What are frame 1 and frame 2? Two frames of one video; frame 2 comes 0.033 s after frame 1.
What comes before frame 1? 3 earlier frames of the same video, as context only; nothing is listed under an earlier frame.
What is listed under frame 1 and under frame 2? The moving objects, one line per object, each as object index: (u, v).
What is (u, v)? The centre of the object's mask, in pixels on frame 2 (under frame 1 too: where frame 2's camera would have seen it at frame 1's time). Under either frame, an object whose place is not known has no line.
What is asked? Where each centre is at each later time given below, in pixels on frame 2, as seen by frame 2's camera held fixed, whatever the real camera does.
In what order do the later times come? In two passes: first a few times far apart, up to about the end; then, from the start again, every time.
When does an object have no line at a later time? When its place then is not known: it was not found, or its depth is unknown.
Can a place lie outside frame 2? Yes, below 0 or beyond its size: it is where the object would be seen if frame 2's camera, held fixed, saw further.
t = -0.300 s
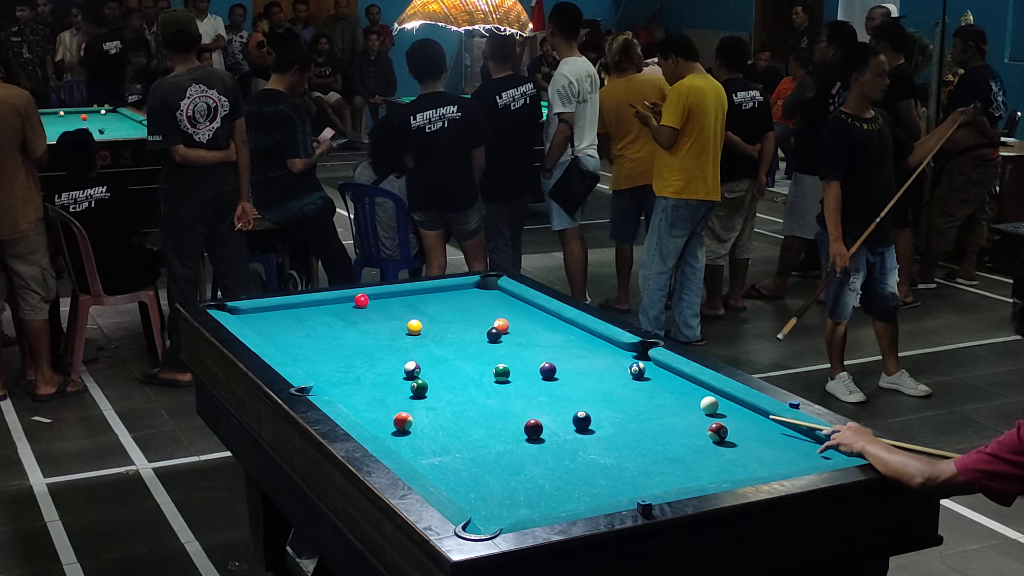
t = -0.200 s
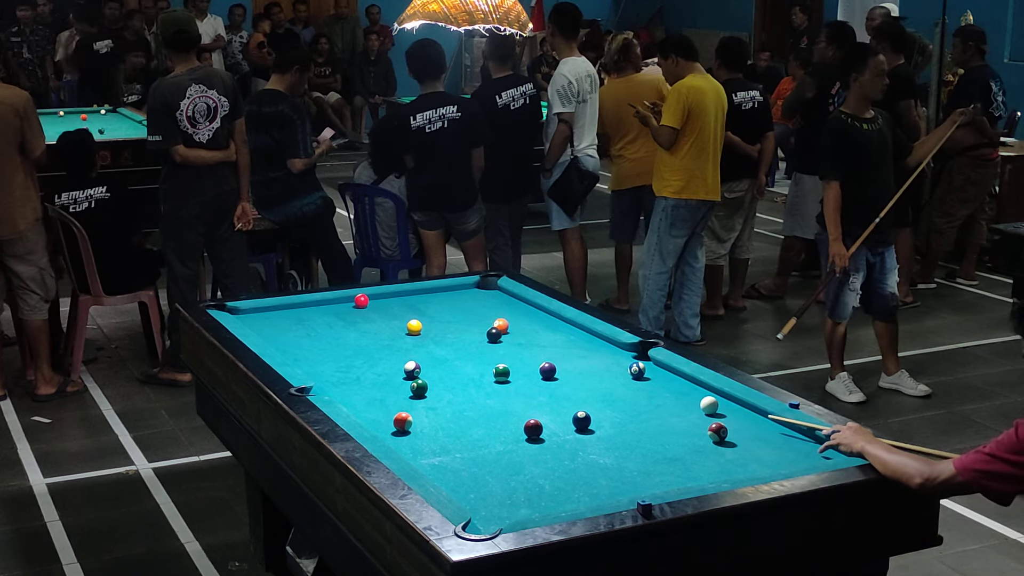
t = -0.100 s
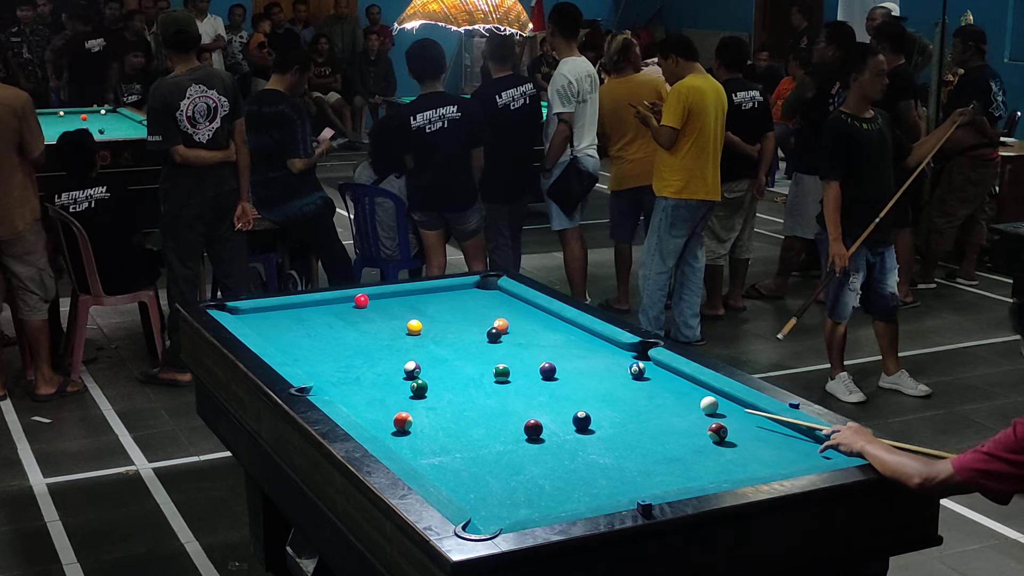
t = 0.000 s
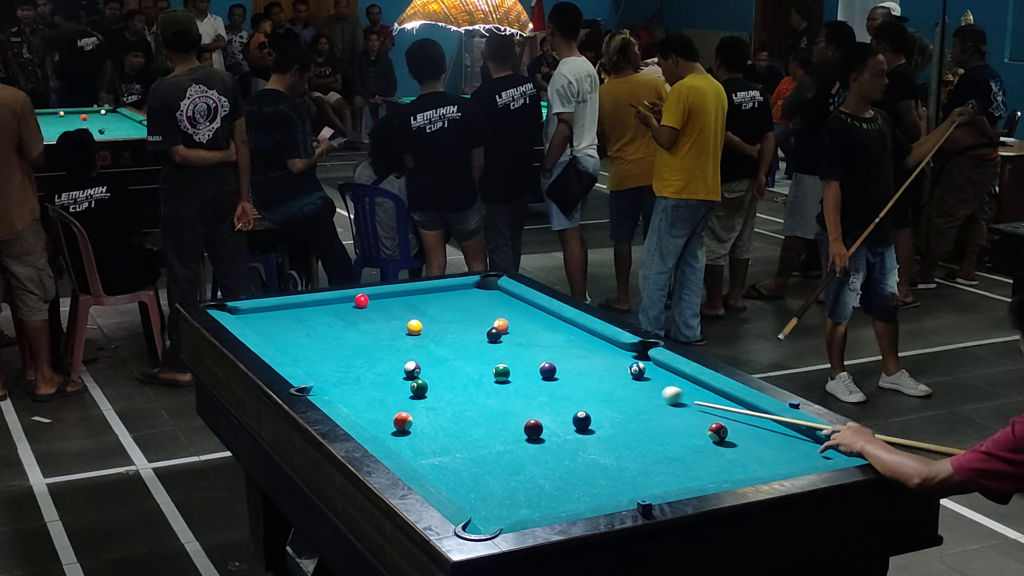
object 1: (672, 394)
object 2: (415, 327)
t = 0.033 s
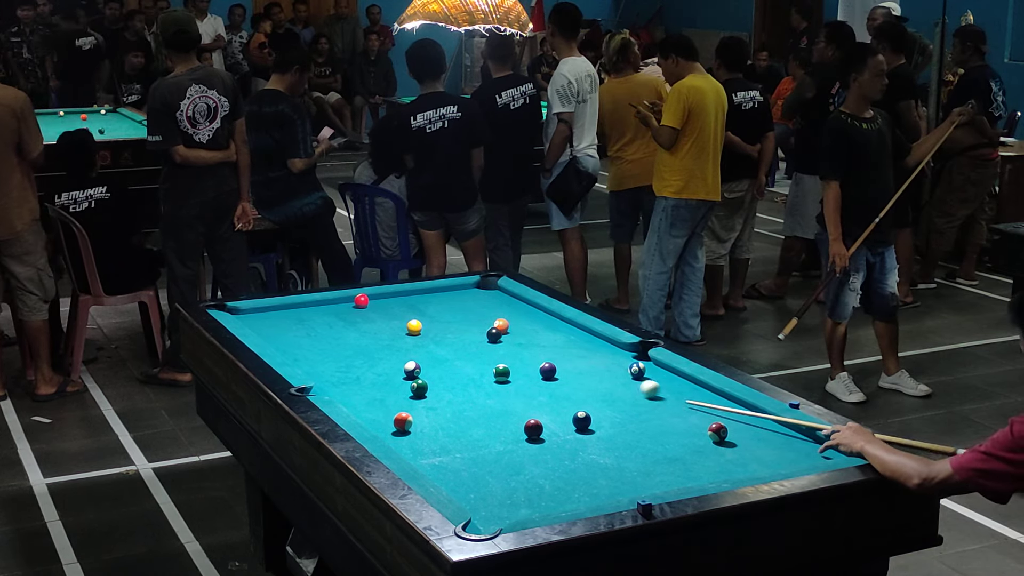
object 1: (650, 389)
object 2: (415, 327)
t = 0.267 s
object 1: (523, 354)
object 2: (415, 327)
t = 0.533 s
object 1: (433, 324)
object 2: (388, 325)
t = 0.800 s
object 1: (430, 305)
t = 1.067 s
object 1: (432, 291)
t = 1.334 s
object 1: (470, 300)
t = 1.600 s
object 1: (508, 309)
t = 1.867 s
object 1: (547, 318)
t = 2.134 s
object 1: (573, 327)
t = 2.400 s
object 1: (580, 336)
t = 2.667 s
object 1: (588, 345)
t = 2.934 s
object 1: (595, 354)
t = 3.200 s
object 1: (601, 363)
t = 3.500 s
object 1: (609, 373)
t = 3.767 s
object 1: (616, 381)
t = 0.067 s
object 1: (629, 383)
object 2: (415, 327)
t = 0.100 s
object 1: (610, 378)
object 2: (415, 327)
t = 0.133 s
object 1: (592, 373)
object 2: (415, 327)
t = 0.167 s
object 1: (574, 368)
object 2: (415, 327)
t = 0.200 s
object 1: (558, 362)
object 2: (415, 327)
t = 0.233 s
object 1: (539, 358)
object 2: (415, 327)
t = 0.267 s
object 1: (523, 354)
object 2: (415, 327)
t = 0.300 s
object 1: (506, 349)
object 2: (415, 327)
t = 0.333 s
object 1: (490, 345)
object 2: (415, 327)
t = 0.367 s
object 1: (475, 341)
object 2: (415, 327)
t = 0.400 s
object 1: (460, 337)
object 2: (415, 327)
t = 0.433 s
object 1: (446, 332)
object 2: (415, 327)
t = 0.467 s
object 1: (431, 329)
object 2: (415, 327)
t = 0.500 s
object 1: (431, 326)
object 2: (402, 326)
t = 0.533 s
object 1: (433, 324)
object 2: (388, 325)
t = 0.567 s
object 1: (434, 322)
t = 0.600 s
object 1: (434, 319)
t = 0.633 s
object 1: (433, 316)
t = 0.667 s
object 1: (432, 314)
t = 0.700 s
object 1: (432, 312)
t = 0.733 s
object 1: (431, 309)
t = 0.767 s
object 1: (431, 307)
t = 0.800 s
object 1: (430, 305)
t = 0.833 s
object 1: (430, 302)
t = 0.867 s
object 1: (429, 300)
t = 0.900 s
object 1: (428, 298)
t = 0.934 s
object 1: (428, 296)
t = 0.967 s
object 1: (427, 294)
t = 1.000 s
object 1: (427, 292)
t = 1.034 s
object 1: (427, 290)
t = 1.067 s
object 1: (432, 291)
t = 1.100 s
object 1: (436, 293)
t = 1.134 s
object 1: (441, 294)
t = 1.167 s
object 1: (446, 295)
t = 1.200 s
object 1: (451, 296)
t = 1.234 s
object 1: (456, 297)
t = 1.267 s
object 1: (460, 298)
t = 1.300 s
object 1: (465, 299)
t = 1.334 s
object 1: (470, 300)
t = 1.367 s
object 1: (475, 301)
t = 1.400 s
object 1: (480, 302)
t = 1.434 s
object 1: (484, 303)
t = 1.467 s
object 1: (489, 304)
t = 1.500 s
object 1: (494, 305)
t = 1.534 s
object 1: (499, 306)
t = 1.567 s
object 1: (503, 308)
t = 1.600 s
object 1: (508, 309)
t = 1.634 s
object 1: (513, 310)
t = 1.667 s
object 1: (518, 311)
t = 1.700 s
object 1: (522, 312)
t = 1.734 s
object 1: (527, 313)
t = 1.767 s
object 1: (532, 314)
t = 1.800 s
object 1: (537, 315)
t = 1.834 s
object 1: (542, 316)
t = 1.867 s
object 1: (547, 318)
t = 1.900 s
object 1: (551, 319)
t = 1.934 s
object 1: (556, 320)
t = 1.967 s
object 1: (561, 321)
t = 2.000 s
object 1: (566, 322)
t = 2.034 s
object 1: (570, 323)
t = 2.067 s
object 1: (571, 324)
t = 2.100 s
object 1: (571, 325)
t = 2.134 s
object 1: (573, 327)
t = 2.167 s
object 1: (573, 328)
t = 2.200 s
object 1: (575, 329)
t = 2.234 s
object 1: (575, 330)
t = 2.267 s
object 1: (576, 331)
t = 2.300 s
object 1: (578, 333)
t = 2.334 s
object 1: (579, 334)
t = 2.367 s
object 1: (579, 335)
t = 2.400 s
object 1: (580, 336)
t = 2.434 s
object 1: (581, 337)
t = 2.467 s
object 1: (582, 338)
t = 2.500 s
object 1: (583, 340)
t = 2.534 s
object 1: (584, 341)
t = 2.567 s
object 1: (585, 342)
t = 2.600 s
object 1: (586, 343)
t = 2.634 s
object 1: (587, 344)
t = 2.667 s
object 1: (588, 345)
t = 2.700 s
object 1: (588, 346)
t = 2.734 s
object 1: (589, 348)
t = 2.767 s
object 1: (590, 349)
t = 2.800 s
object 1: (591, 350)
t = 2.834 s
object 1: (592, 351)
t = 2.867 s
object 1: (593, 352)
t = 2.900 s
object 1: (594, 353)
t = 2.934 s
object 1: (595, 354)
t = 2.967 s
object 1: (595, 355)
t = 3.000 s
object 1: (596, 357)
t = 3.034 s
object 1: (597, 358)
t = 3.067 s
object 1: (598, 359)
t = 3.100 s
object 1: (599, 360)
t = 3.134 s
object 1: (600, 361)
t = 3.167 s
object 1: (601, 362)
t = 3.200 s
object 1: (601, 363)
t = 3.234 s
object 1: (602, 364)
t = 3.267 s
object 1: (603, 365)
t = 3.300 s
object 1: (604, 366)
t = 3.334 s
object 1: (605, 367)
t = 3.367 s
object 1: (606, 369)
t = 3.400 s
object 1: (607, 370)
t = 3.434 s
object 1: (607, 371)
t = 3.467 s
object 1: (608, 372)
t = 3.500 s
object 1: (609, 373)
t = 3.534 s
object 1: (610, 374)
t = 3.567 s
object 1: (611, 375)
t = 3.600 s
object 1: (612, 376)
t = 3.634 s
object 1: (613, 377)
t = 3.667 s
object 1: (614, 378)
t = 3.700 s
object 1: (615, 379)
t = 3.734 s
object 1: (615, 380)
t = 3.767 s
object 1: (616, 381)
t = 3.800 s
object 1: (617, 382)
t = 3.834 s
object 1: (618, 383)
